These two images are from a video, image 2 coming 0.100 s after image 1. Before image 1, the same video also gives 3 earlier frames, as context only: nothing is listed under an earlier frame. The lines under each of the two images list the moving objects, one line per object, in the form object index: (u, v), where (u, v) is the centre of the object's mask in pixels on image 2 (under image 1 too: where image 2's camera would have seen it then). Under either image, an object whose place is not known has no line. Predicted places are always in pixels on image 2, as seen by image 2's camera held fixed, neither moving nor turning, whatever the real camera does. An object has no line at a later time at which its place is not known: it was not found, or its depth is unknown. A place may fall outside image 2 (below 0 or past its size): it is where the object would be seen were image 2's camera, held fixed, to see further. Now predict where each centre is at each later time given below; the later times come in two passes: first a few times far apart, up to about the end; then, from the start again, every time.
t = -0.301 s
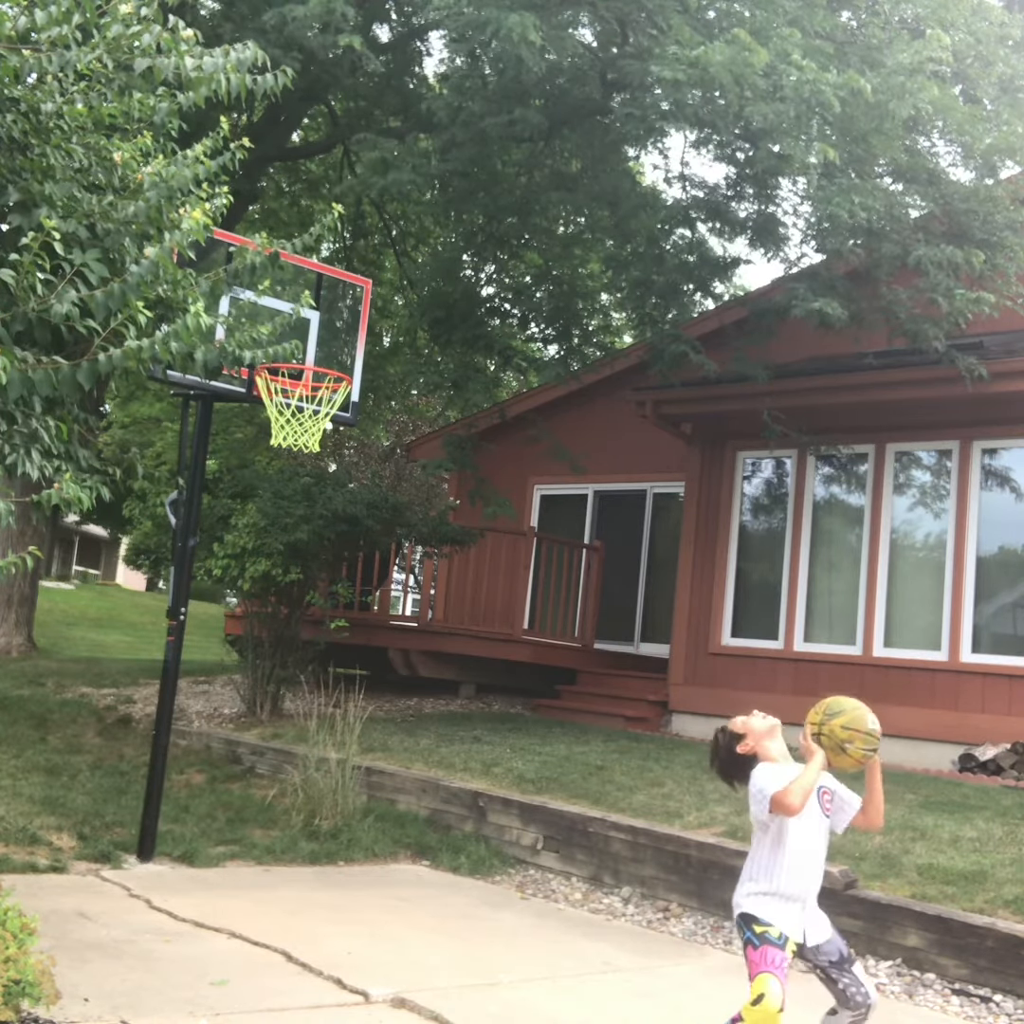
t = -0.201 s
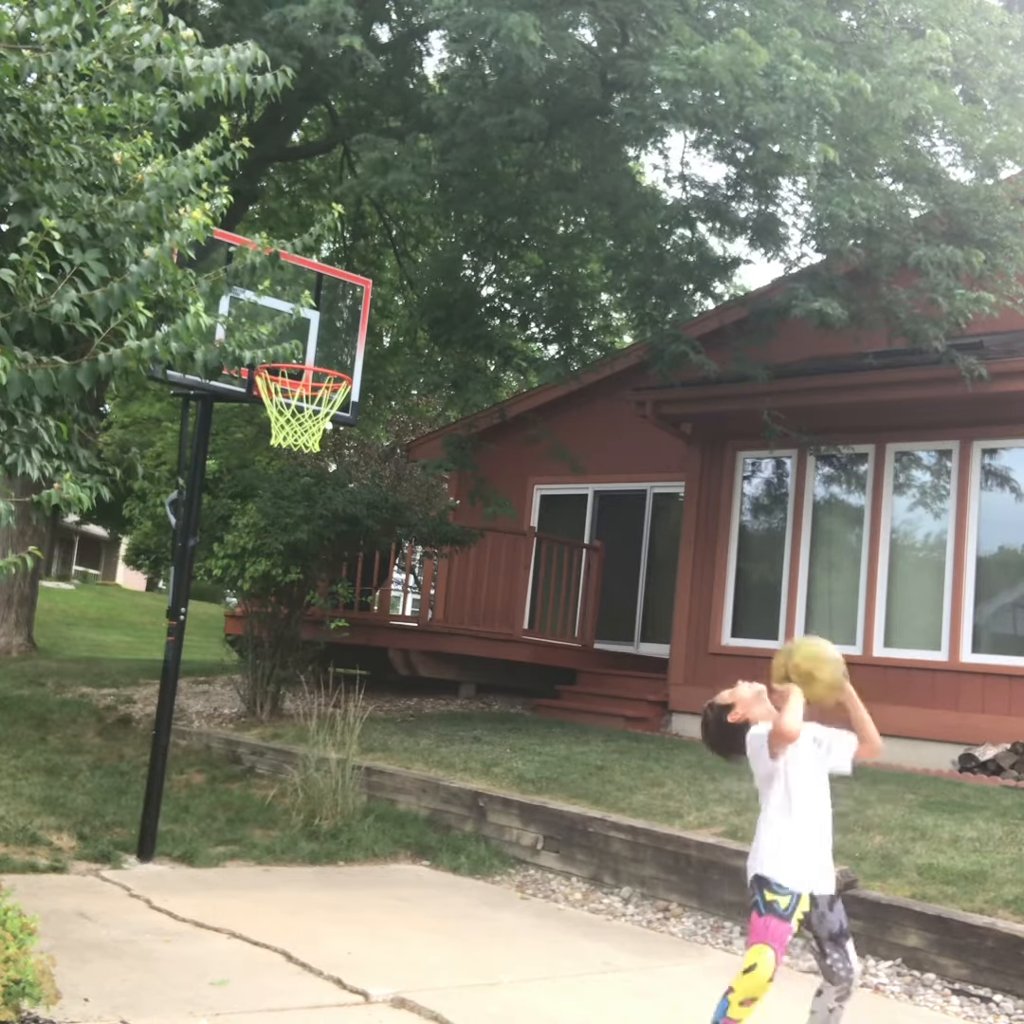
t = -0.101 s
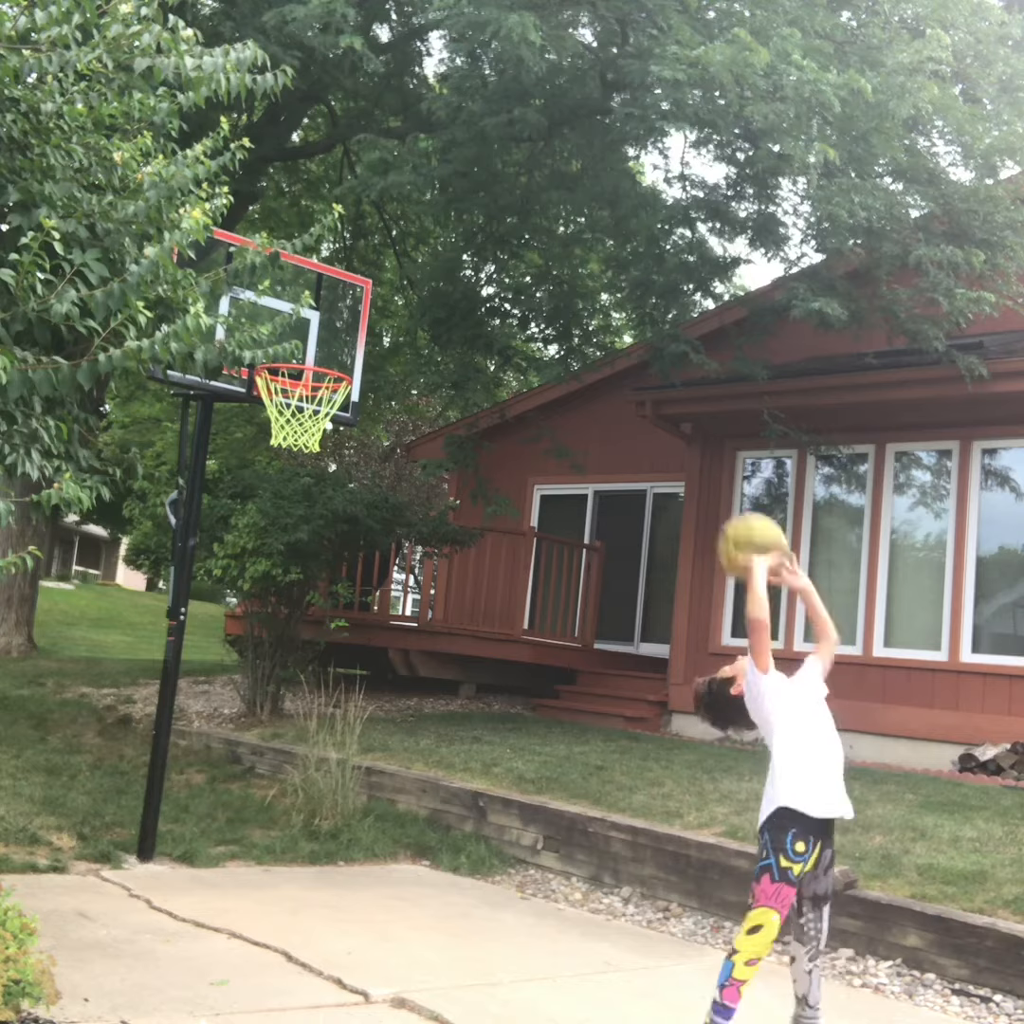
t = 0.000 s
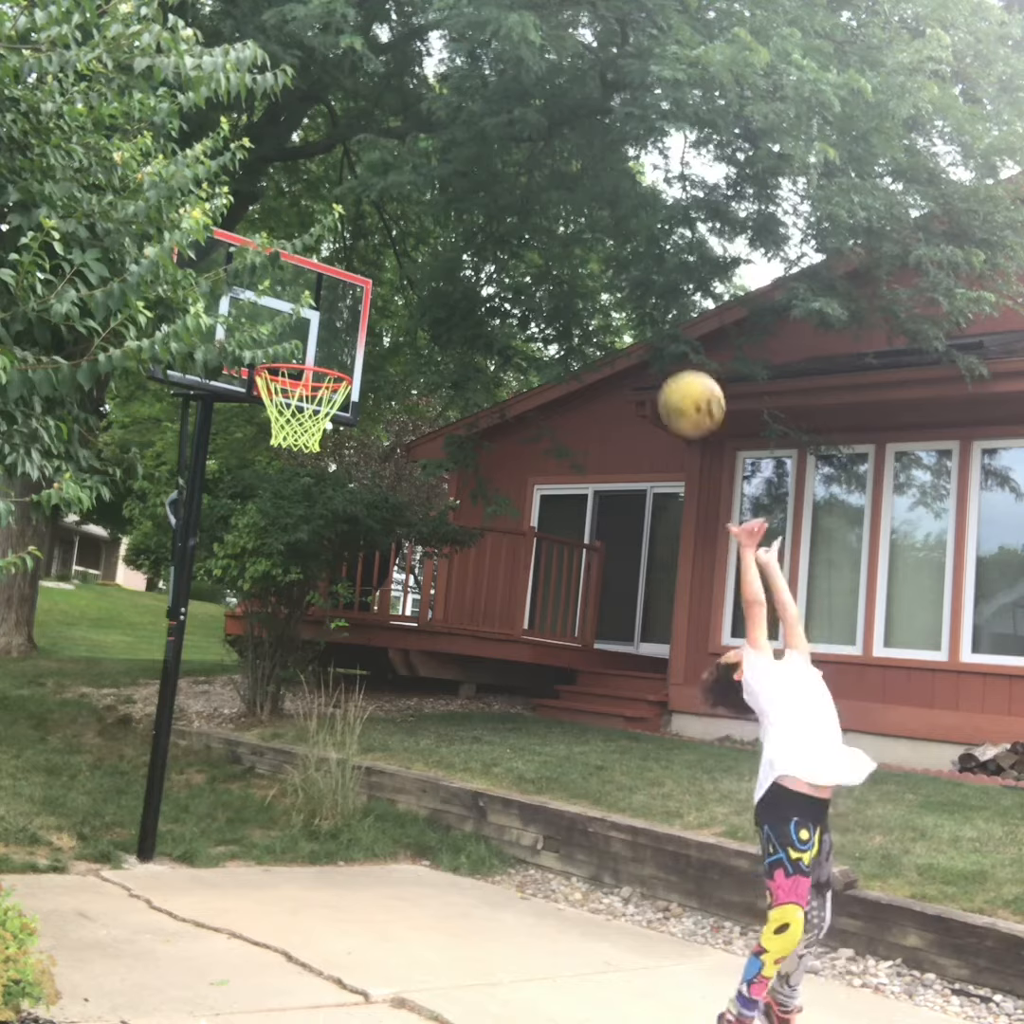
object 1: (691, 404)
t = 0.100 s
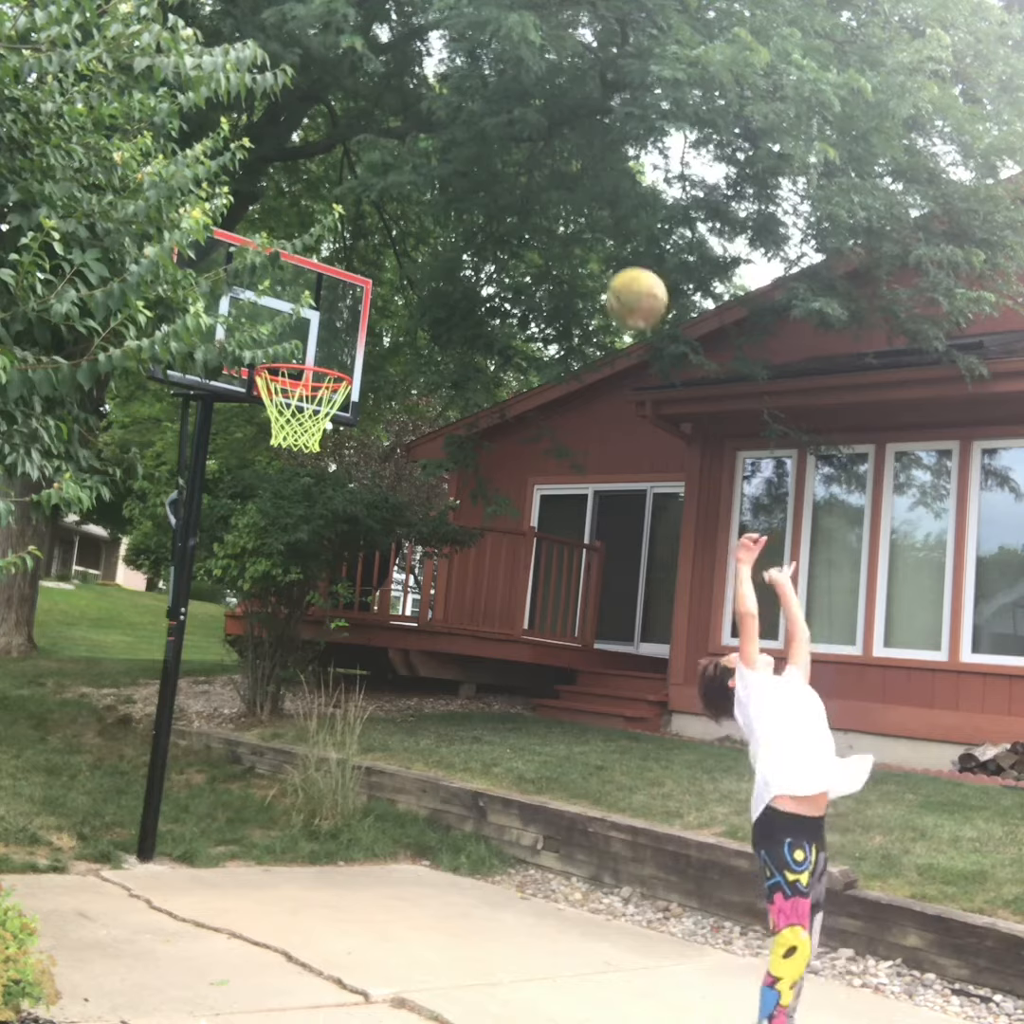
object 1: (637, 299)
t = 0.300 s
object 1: (536, 181)
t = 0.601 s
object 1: (399, 188)
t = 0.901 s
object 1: (288, 344)
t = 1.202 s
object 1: (335, 432)
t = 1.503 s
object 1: (322, 592)
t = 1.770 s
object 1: (295, 896)
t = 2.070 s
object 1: (288, 621)
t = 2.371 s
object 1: (261, 537)
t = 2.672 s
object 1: (212, 638)
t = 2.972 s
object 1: (141, 838)
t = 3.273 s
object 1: (63, 645)
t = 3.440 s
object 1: (14, 616)
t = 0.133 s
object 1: (619, 271)
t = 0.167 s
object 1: (602, 246)
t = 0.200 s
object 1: (585, 226)
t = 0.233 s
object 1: (568, 207)
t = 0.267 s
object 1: (552, 192)
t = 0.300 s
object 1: (536, 181)
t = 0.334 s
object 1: (520, 171)
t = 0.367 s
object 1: (504, 165)
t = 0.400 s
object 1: (488, 162)
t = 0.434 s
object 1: (472, 162)
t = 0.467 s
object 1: (457, 162)
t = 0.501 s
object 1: (442, 165)
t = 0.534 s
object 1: (427, 171)
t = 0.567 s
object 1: (413, 179)
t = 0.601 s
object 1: (399, 188)
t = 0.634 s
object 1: (384, 199)
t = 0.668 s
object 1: (370, 212)
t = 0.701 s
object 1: (356, 225)
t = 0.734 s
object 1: (341, 244)
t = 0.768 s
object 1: (327, 265)
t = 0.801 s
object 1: (314, 282)
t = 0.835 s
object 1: (300, 305)
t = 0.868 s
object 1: (287, 328)
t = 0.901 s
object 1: (288, 344)
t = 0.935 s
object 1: (293, 349)
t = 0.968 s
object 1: (302, 373)
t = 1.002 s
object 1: (308, 381)
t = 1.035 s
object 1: (322, 396)
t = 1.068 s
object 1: (330, 410)
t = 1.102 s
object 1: (335, 417)
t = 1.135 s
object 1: (336, 417)
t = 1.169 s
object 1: (336, 424)
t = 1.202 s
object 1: (335, 432)
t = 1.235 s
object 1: (335, 440)
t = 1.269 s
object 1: (335, 449)
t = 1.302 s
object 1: (335, 462)
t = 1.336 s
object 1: (333, 478)
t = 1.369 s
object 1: (332, 495)
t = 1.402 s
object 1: (331, 515)
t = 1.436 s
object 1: (327, 537)
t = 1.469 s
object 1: (325, 564)
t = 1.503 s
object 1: (322, 592)
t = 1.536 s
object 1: (320, 622)
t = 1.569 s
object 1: (318, 654)
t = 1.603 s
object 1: (315, 690)
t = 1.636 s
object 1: (312, 728)
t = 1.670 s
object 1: (308, 770)
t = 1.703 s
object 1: (304, 814)
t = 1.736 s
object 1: (300, 861)
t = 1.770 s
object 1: (295, 896)
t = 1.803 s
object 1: (297, 852)
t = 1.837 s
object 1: (297, 815)
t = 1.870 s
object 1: (297, 779)
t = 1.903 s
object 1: (297, 747)
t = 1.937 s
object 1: (296, 716)
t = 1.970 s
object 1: (294, 690)
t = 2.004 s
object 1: (292, 664)
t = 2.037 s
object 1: (290, 641)
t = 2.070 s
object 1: (288, 621)
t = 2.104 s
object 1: (286, 603)
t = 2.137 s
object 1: (284, 586)
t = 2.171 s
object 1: (281, 574)
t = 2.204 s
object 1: (279, 561)
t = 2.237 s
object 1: (275, 552)
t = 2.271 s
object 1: (272, 544)
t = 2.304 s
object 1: (268, 540)
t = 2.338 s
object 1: (264, 537)
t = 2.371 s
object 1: (261, 537)
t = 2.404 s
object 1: (256, 539)
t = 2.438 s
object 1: (251, 543)
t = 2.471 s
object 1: (246, 550)
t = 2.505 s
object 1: (240, 559)
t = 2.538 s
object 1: (236, 569)
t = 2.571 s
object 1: (230, 583)
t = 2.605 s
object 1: (223, 599)
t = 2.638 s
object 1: (218, 616)
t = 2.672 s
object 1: (212, 638)
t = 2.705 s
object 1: (204, 660)
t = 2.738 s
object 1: (197, 684)
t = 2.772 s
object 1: (188, 711)
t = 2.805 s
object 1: (181, 742)
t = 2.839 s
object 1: (172, 774)
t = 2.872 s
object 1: (164, 809)
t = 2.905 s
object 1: (155, 847)
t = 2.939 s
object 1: (146, 872)
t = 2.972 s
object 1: (141, 838)
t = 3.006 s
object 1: (133, 810)
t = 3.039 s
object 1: (126, 780)
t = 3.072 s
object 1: (119, 753)
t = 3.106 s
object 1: (110, 731)
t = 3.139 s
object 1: (102, 709)
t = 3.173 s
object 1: (93, 688)
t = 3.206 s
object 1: (82, 673)
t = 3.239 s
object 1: (72, 658)
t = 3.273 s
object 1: (63, 645)
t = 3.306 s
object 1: (52, 634)
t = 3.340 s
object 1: (39, 628)
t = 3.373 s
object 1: (27, 622)
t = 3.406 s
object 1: (20, 617)
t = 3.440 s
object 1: (14, 616)
